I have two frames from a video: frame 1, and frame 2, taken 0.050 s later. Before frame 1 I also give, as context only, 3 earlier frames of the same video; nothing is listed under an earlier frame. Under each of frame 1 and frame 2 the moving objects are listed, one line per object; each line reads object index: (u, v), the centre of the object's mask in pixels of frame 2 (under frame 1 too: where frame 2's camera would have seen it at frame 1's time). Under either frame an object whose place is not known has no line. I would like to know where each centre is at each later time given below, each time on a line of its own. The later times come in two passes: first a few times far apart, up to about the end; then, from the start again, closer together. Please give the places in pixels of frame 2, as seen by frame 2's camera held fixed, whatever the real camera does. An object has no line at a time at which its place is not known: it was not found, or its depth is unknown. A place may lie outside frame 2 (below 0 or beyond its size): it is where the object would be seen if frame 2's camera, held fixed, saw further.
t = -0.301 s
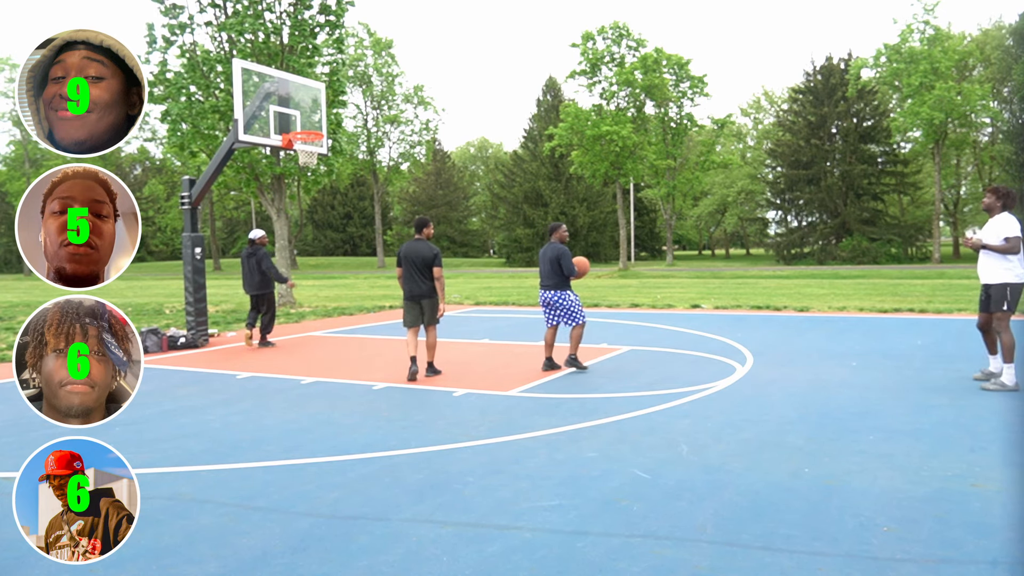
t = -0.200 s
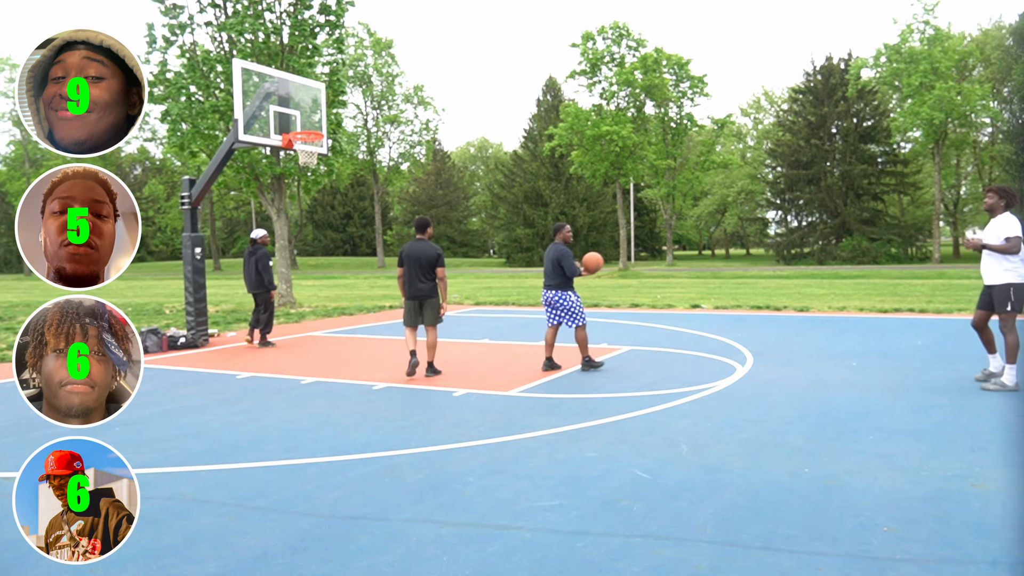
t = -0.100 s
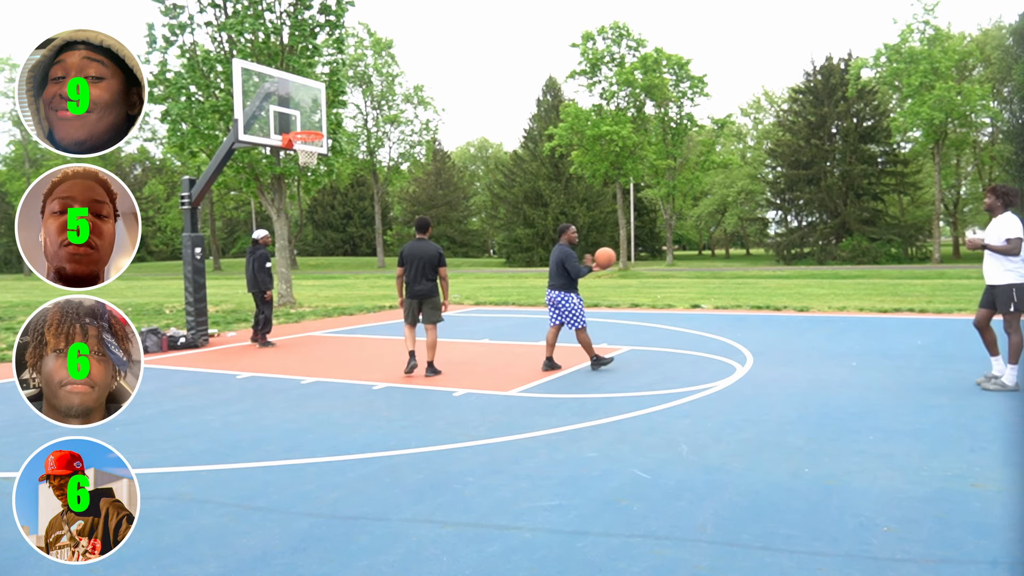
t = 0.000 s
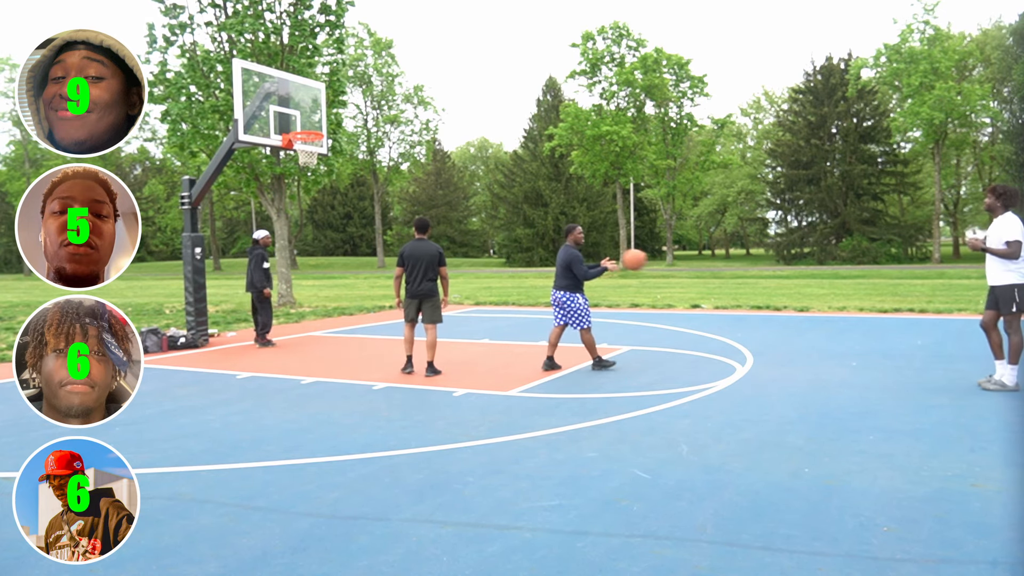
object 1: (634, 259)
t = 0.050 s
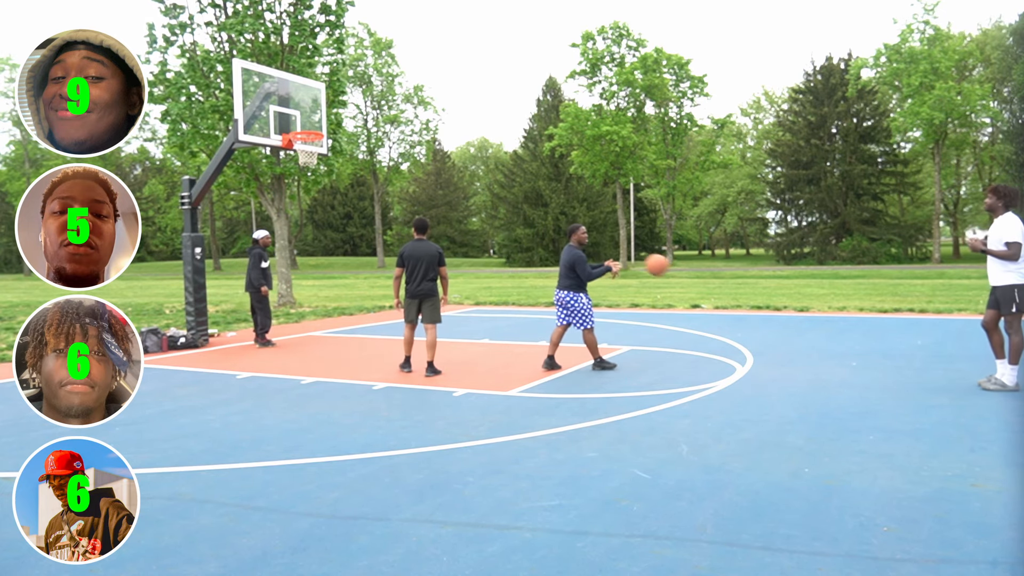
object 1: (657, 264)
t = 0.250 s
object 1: (750, 309)
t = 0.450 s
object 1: (835, 346)
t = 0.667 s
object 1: (891, 289)
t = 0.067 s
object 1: (664, 267)
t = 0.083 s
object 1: (672, 269)
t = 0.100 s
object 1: (680, 272)
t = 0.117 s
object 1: (687, 275)
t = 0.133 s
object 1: (695, 278)
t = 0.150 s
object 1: (703, 282)
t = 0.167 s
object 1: (711, 286)
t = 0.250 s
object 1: (750, 309)
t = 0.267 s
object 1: (758, 314)
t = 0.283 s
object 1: (766, 320)
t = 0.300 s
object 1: (774, 326)
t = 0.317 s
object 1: (782, 332)
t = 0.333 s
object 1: (790, 338)
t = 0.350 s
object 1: (798, 345)
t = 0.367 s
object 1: (807, 353)
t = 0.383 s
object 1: (815, 360)
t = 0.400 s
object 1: (822, 364)
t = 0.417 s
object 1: (827, 358)
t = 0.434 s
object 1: (831, 352)
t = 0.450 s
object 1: (835, 346)
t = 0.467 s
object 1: (839, 340)
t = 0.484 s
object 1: (843, 334)
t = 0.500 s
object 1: (847, 329)
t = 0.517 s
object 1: (851, 325)
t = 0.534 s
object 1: (856, 319)
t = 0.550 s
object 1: (860, 315)
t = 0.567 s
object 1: (864, 310)
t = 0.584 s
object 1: (868, 306)
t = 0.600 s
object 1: (873, 302)
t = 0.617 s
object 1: (877, 298)
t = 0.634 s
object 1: (882, 295)
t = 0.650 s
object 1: (886, 292)
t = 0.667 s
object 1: (891, 289)
